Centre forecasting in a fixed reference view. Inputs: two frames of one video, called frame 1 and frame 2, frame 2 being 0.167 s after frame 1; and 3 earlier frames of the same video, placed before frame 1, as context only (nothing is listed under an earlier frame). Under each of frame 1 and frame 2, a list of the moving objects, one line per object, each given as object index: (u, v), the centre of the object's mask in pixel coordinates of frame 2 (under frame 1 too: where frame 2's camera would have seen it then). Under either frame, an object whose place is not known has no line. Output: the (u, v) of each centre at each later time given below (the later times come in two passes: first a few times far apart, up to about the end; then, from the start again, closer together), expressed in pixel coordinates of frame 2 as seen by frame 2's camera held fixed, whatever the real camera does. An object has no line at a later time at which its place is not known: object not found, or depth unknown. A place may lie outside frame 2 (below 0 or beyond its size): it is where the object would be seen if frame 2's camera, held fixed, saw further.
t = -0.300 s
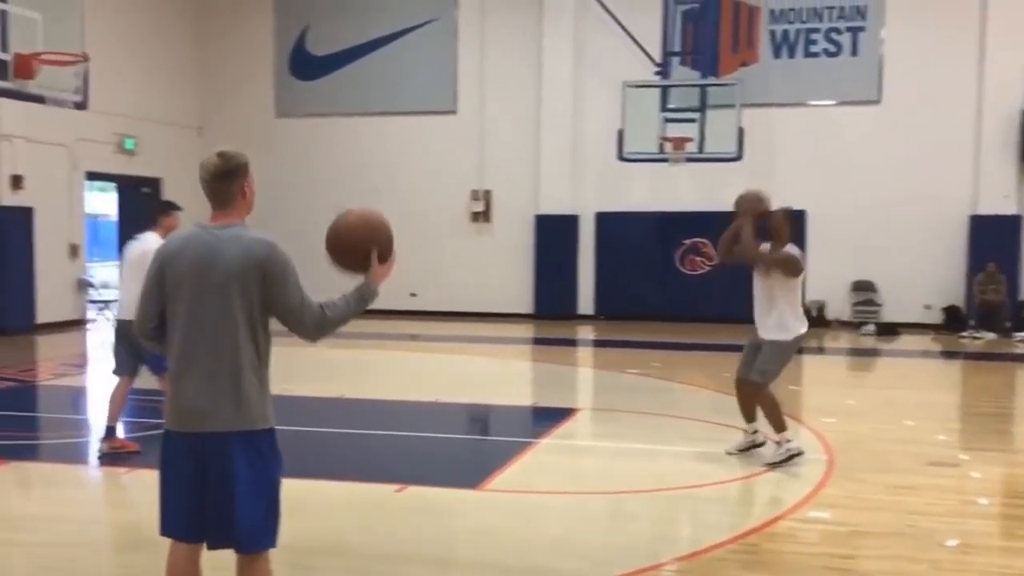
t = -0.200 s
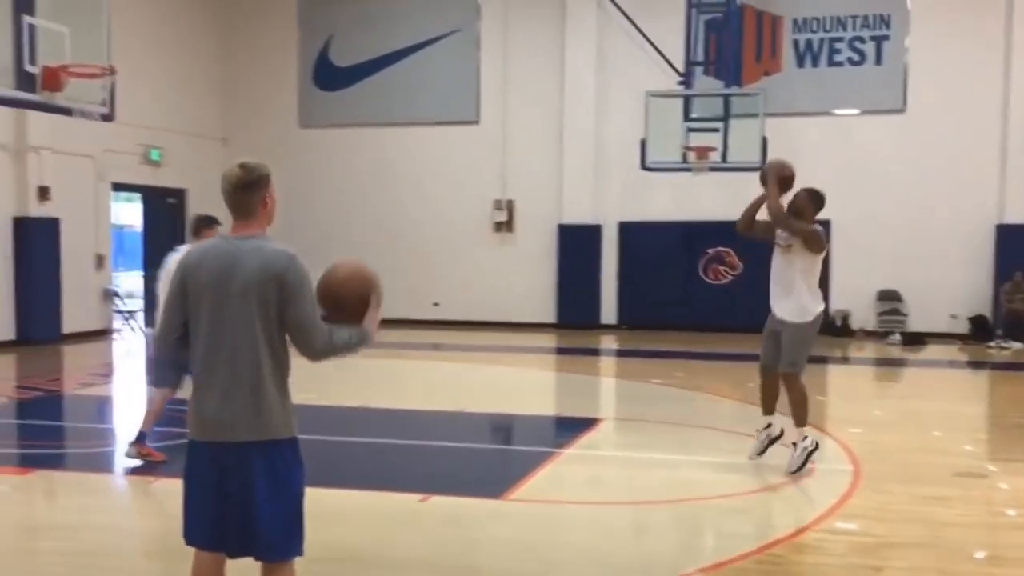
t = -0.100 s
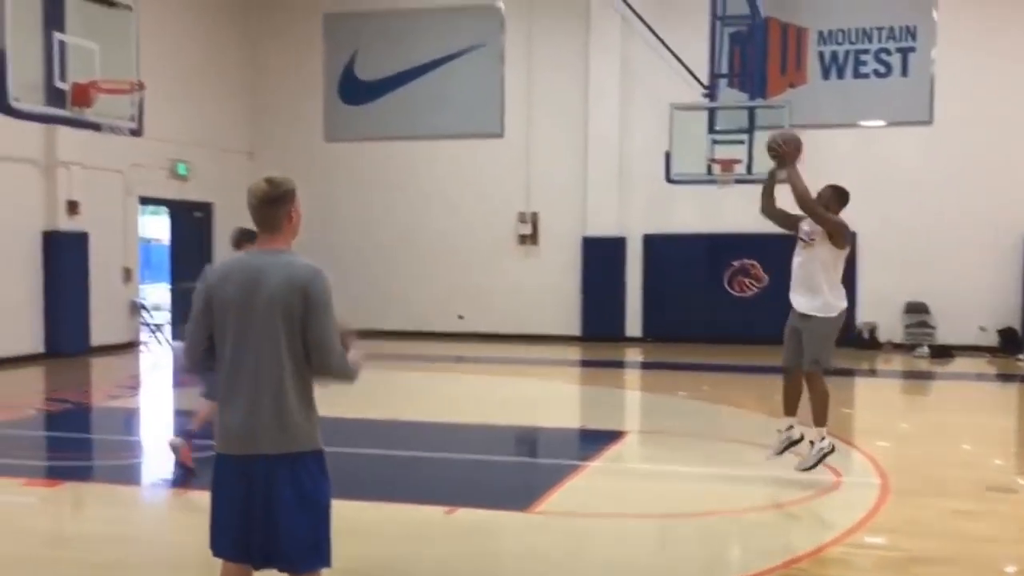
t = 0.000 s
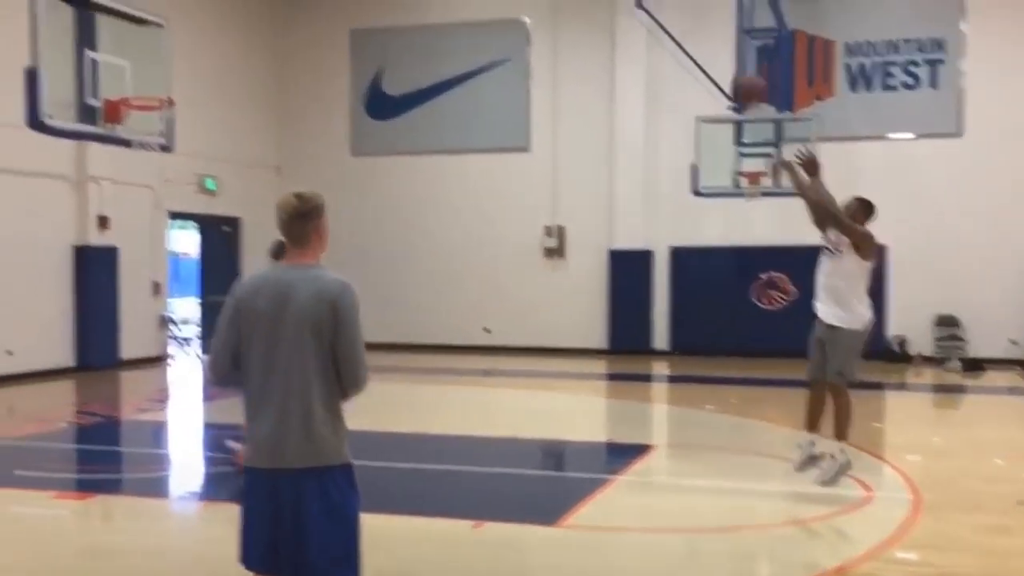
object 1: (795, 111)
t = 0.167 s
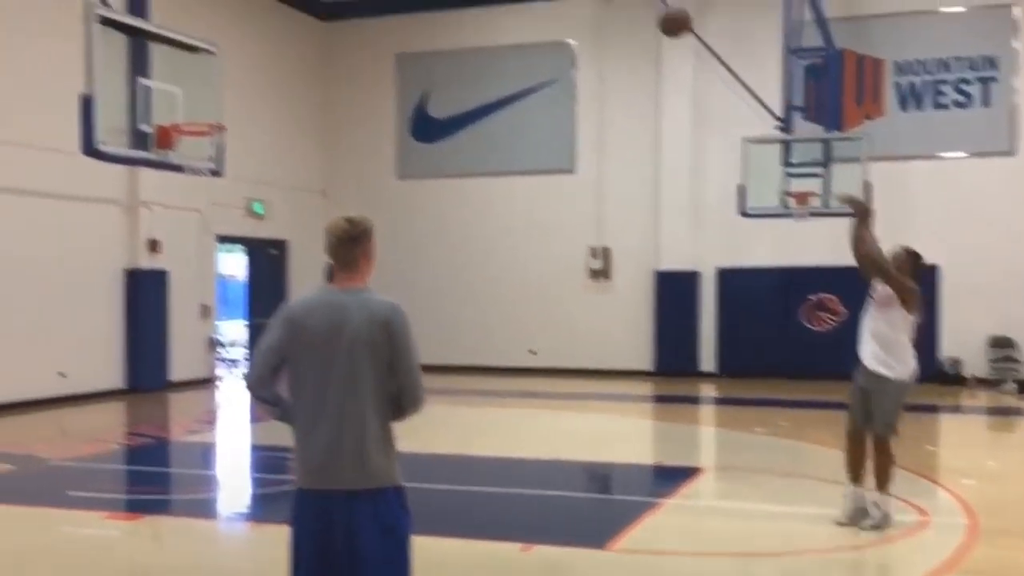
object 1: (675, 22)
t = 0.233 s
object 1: (628, 2)
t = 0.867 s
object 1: (262, 52)
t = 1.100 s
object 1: (205, 166)
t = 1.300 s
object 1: (247, 276)
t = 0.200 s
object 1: (651, 10)
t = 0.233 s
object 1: (628, 2)
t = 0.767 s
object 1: (315, 13)
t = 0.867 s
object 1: (262, 52)
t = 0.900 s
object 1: (248, 67)
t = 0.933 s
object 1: (231, 82)
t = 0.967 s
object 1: (216, 99)
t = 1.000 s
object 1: (201, 115)
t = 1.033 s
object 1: (190, 137)
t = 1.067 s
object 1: (198, 150)
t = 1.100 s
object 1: (205, 166)
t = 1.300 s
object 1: (247, 276)
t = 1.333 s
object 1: (253, 298)
